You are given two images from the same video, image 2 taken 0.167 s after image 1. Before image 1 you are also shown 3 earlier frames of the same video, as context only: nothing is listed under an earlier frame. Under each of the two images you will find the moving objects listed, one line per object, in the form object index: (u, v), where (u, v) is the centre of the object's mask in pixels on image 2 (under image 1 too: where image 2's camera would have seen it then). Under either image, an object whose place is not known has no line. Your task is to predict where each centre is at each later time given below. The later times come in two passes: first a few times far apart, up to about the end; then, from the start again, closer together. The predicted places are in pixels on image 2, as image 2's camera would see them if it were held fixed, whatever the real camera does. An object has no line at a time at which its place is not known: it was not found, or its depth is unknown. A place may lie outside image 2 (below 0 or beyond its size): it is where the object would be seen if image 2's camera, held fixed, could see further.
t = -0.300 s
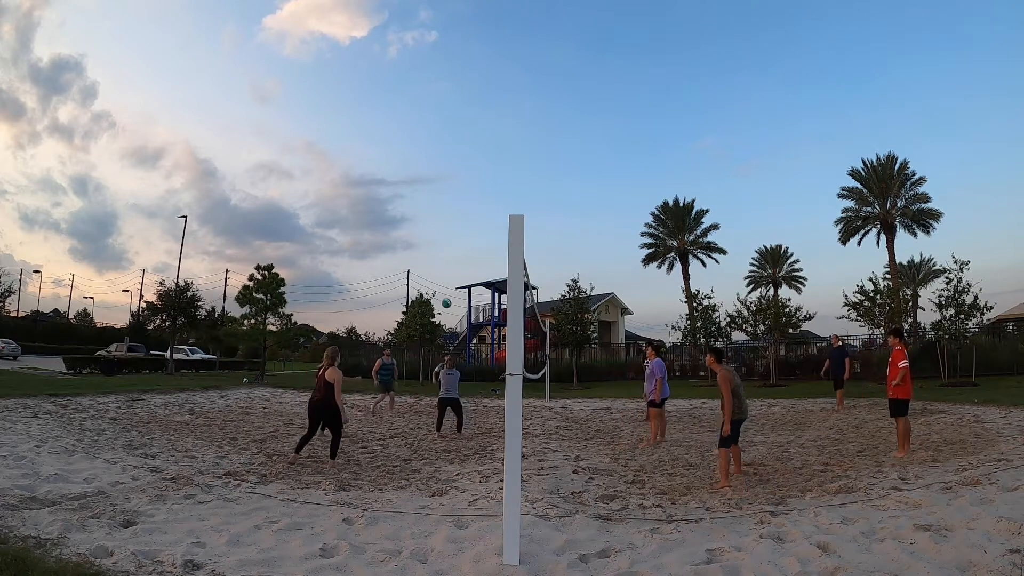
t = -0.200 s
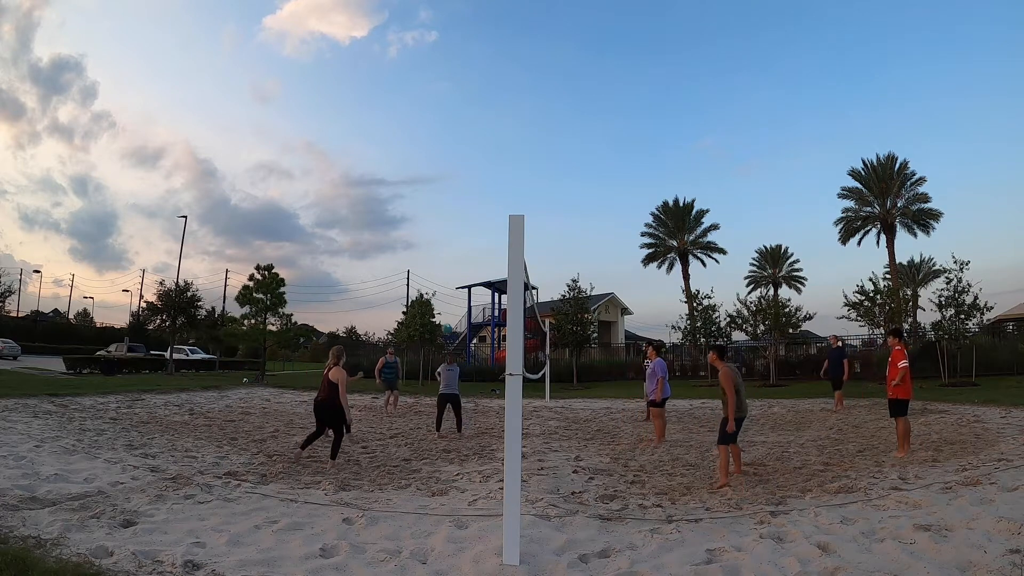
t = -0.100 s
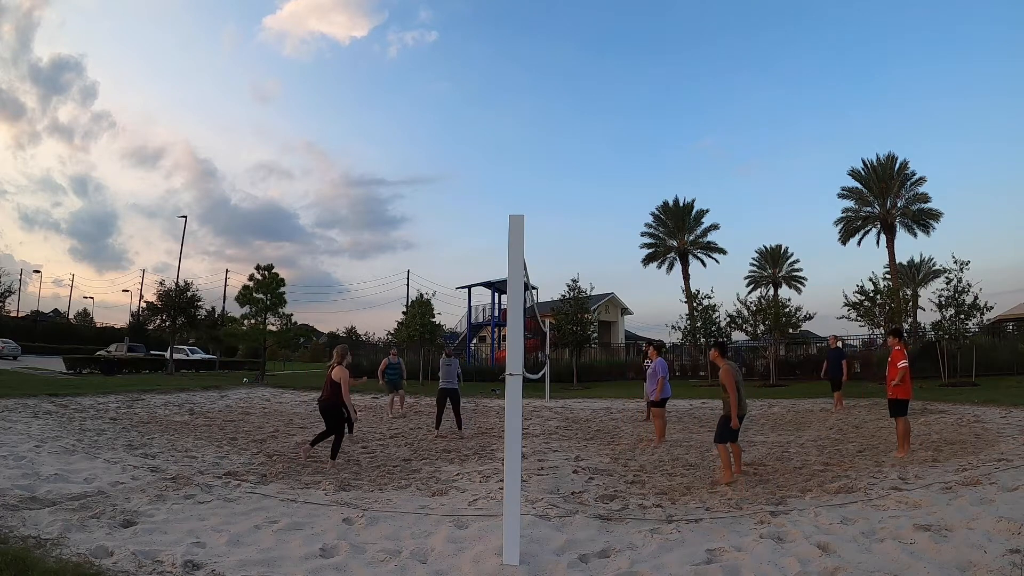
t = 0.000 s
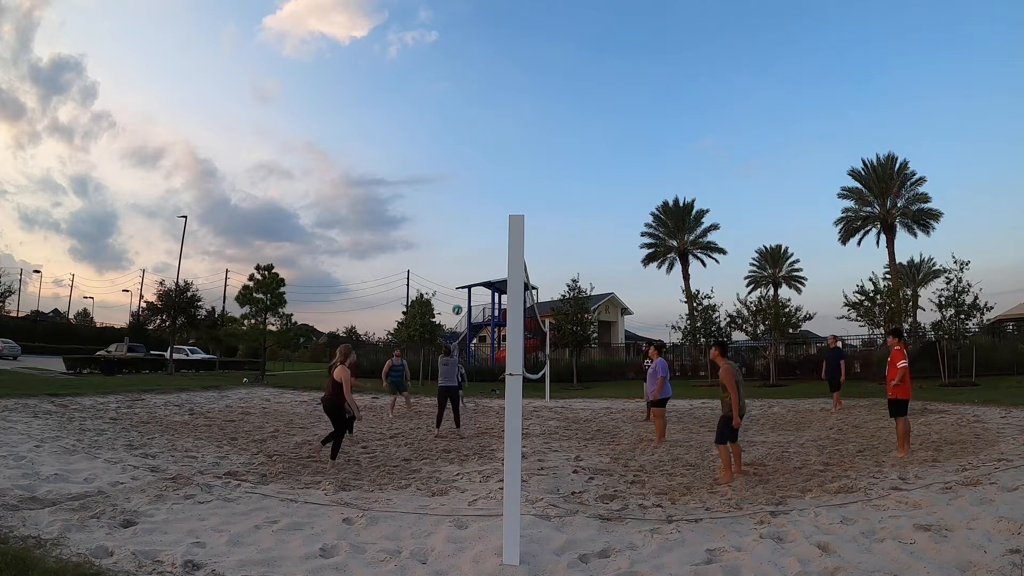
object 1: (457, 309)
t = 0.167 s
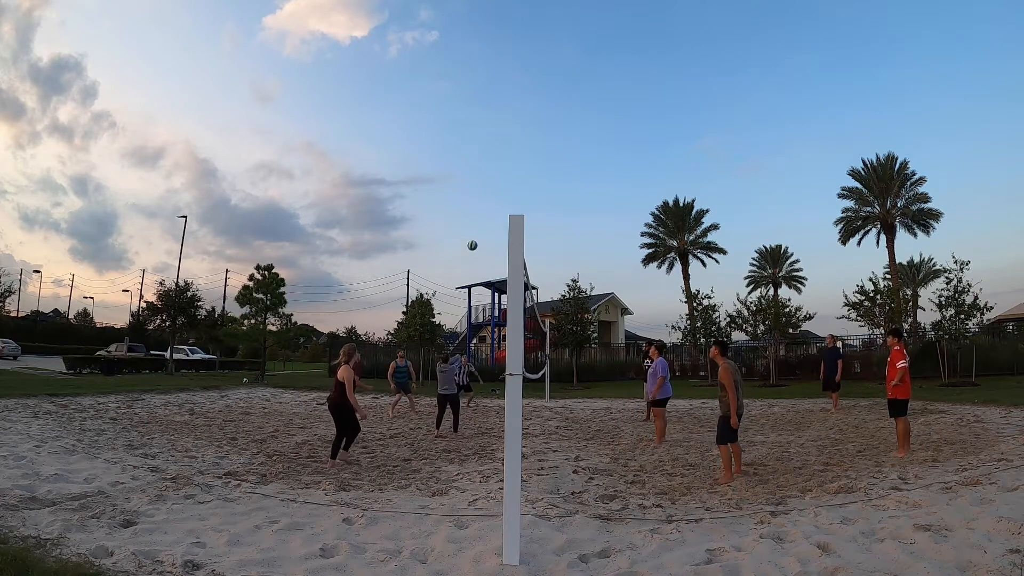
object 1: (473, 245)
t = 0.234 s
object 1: (479, 224)
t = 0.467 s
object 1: (499, 173)
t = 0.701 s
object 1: (514, 151)
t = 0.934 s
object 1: (525, 152)
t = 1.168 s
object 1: (536, 176)
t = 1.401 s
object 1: (545, 221)
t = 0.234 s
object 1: (479, 224)
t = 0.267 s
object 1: (482, 215)
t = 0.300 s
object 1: (485, 206)
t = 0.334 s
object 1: (488, 198)
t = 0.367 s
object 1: (491, 191)
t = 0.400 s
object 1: (494, 185)
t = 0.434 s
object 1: (496, 179)
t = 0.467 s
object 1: (499, 173)
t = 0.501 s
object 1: (503, 169)
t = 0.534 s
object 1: (504, 165)
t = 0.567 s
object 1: (506, 161)
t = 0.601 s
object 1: (508, 158)
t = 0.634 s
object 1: (509, 155)
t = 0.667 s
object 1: (512, 153)
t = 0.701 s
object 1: (514, 151)
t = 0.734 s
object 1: (515, 150)
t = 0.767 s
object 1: (517, 149)
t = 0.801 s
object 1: (518, 149)
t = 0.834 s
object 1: (520, 149)
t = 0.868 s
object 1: (522, 150)
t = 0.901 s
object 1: (523, 151)
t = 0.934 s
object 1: (525, 152)
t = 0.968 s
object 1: (527, 155)
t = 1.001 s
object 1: (528, 157)
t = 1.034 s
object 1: (530, 159)
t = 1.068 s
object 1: (532, 163)
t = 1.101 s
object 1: (533, 166)
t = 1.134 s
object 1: (535, 170)
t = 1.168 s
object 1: (536, 176)
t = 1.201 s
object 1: (538, 180)
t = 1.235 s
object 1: (538, 186)
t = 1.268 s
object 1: (540, 192)
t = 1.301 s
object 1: (541, 198)
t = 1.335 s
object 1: (542, 205)
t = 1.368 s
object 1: (544, 213)
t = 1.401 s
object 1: (545, 221)
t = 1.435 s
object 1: (547, 229)
